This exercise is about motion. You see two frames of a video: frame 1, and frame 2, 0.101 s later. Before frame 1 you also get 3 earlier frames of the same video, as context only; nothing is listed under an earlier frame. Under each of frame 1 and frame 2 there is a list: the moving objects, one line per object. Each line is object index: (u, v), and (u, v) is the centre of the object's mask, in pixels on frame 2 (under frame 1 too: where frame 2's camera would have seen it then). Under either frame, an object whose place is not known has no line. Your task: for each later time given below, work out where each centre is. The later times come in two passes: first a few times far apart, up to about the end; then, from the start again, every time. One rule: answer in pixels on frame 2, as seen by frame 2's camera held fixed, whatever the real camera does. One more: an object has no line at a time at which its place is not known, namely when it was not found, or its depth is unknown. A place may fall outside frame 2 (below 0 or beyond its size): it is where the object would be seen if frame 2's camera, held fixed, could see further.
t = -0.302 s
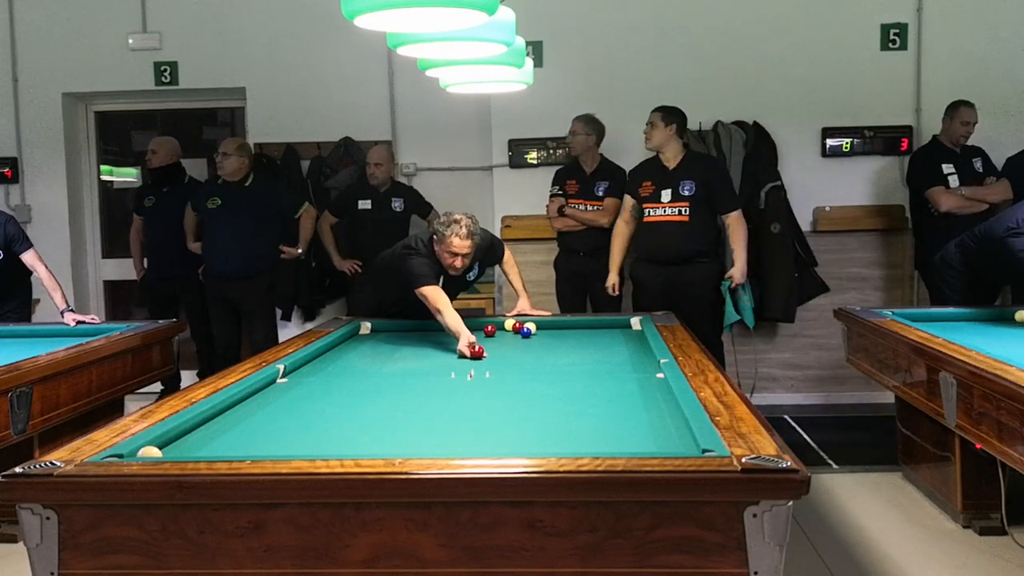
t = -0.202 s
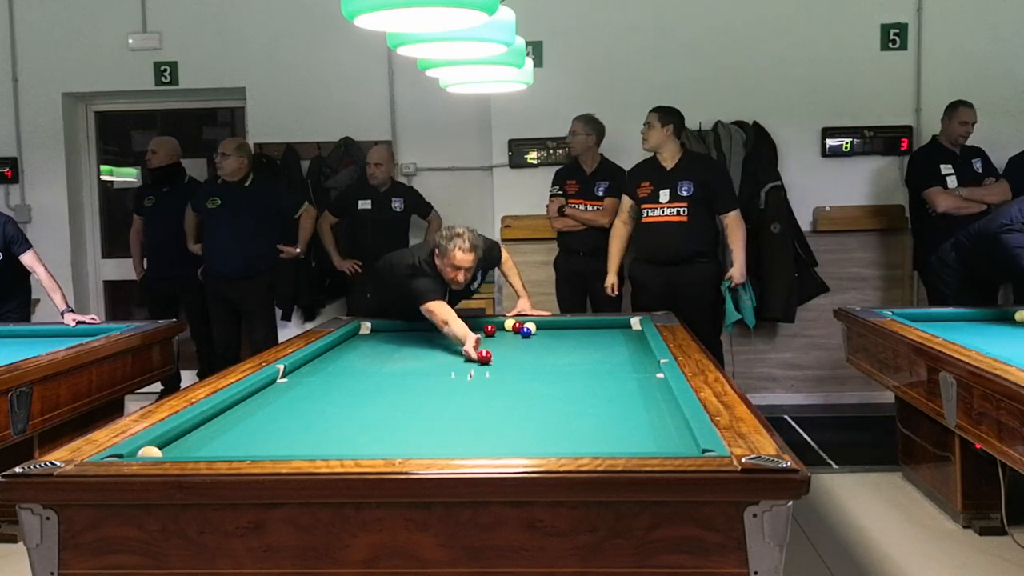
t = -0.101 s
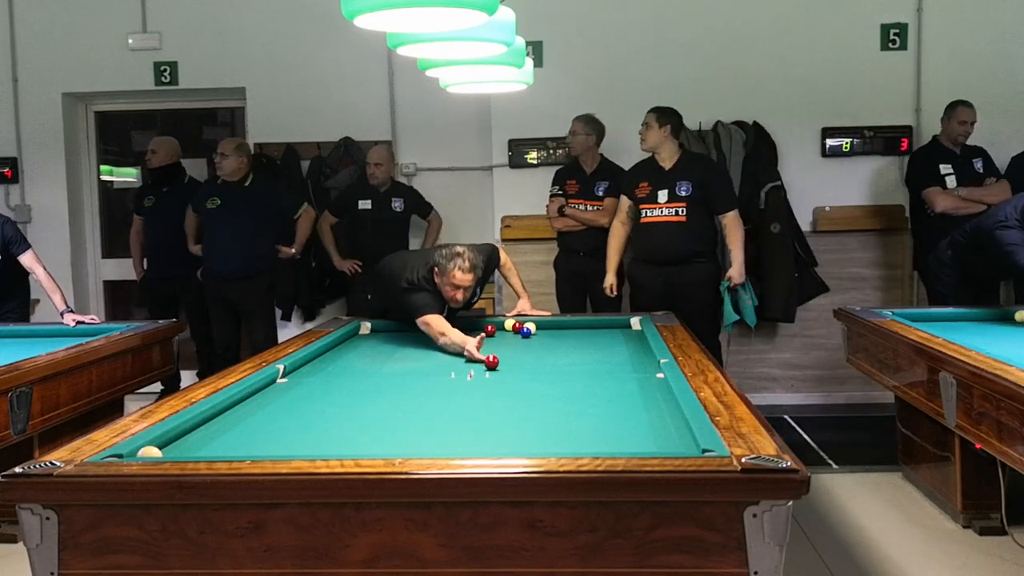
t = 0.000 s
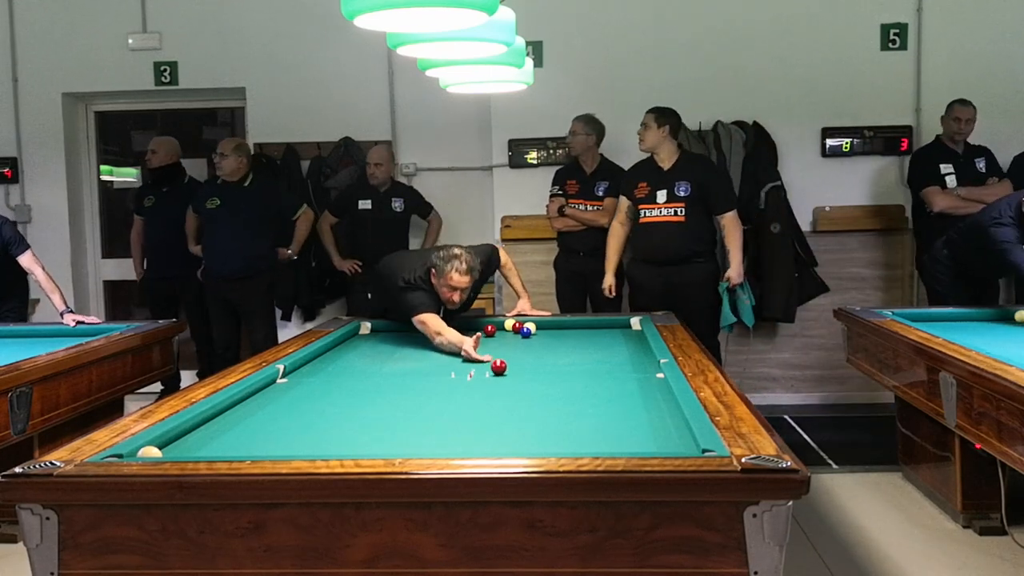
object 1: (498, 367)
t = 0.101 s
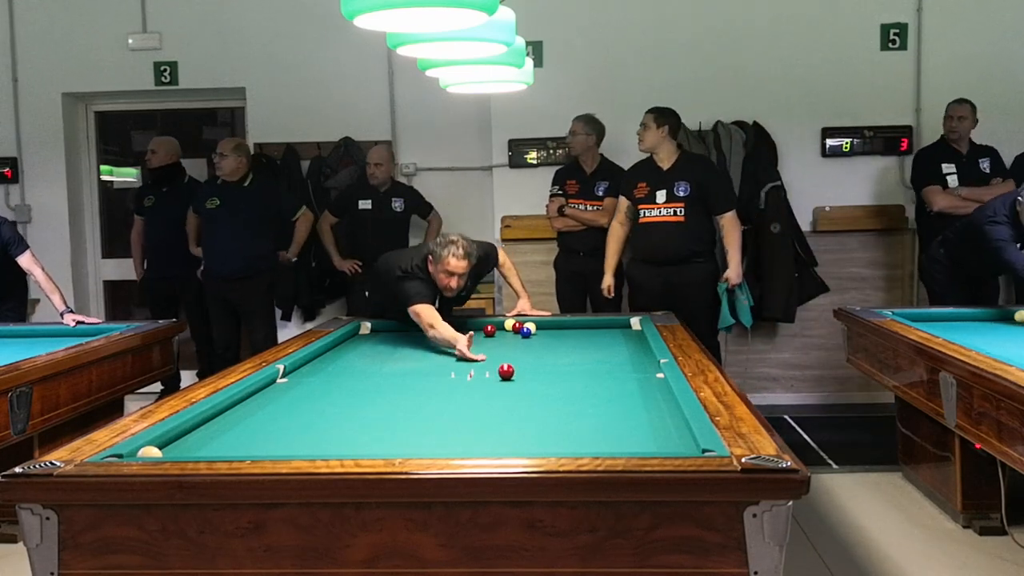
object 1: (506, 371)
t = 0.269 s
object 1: (520, 380)
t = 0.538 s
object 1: (543, 395)
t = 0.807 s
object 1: (572, 413)
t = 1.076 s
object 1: (606, 435)
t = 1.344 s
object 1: (647, 450)
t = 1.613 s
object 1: (666, 440)
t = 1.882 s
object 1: (673, 428)
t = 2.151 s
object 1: (660, 417)
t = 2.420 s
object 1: (647, 408)
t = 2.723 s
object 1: (635, 398)
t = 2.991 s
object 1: (625, 390)
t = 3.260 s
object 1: (616, 384)
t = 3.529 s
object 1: (607, 378)
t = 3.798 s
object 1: (600, 372)
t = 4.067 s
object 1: (593, 367)
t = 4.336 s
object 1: (587, 362)
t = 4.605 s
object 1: (581, 358)
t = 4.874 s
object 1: (576, 354)
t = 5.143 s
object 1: (571, 350)
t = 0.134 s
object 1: (509, 373)
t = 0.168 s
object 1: (511, 375)
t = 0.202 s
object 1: (514, 376)
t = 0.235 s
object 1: (516, 378)
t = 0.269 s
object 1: (520, 380)
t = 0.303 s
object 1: (522, 382)
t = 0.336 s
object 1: (525, 383)
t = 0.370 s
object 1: (528, 385)
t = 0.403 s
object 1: (531, 387)
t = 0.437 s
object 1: (534, 389)
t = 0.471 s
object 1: (537, 391)
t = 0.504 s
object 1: (540, 393)
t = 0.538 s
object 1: (543, 395)
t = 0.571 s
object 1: (547, 397)
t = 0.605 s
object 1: (550, 399)
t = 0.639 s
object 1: (554, 401)
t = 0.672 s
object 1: (557, 404)
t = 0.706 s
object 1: (561, 406)
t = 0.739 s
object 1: (564, 408)
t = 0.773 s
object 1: (568, 411)
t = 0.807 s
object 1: (572, 413)
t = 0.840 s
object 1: (576, 415)
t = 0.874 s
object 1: (580, 418)
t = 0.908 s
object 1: (584, 421)
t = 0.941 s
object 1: (588, 423)
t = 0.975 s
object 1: (593, 426)
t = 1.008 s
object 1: (597, 429)
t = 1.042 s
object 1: (601, 432)
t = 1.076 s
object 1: (606, 435)
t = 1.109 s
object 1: (611, 437)
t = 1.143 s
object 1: (616, 440)
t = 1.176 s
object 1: (621, 442)
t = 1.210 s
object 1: (626, 444)
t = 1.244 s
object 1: (631, 445)
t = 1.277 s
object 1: (636, 447)
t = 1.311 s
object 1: (642, 448)
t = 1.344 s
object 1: (647, 450)
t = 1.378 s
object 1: (649, 448)
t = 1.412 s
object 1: (652, 447)
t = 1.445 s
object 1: (654, 446)
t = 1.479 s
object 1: (656, 445)
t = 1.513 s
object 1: (659, 444)
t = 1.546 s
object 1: (661, 443)
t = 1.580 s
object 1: (663, 442)
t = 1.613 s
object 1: (666, 440)
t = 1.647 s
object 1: (668, 439)
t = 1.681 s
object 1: (670, 438)
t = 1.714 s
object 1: (672, 436)
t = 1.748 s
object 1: (674, 435)
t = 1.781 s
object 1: (676, 433)
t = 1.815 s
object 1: (678, 431)
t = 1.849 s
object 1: (676, 430)
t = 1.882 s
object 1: (673, 428)
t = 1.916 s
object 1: (672, 427)
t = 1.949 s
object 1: (670, 425)
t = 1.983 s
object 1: (668, 424)
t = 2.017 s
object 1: (666, 422)
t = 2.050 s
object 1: (665, 421)
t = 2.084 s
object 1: (663, 420)
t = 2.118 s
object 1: (661, 419)
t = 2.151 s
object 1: (660, 417)
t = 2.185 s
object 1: (658, 416)
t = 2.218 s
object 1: (656, 415)
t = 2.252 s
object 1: (655, 413)
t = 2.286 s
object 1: (653, 412)
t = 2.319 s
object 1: (652, 411)
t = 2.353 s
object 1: (650, 410)
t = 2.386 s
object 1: (649, 409)
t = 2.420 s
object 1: (647, 408)
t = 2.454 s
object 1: (646, 407)
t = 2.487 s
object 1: (644, 405)
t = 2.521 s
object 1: (643, 404)
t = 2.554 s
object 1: (641, 403)
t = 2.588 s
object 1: (640, 402)
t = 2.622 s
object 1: (639, 401)
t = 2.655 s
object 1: (637, 400)
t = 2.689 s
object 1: (636, 399)
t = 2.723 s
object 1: (635, 398)
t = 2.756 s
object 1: (633, 397)
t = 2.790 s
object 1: (632, 396)
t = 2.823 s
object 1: (631, 395)
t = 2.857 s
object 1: (629, 394)
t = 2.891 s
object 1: (628, 393)
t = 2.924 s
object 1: (627, 392)
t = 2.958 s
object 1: (626, 391)
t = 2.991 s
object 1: (625, 390)
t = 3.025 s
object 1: (623, 390)
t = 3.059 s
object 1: (622, 389)
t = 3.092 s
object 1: (621, 388)
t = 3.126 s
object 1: (620, 387)
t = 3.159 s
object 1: (619, 386)
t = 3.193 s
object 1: (618, 385)
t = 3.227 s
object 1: (617, 385)
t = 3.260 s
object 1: (616, 384)
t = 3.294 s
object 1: (614, 383)
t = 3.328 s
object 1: (613, 382)
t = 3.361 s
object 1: (612, 381)
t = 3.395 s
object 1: (611, 381)
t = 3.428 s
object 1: (610, 380)
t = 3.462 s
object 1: (609, 379)
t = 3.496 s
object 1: (608, 378)
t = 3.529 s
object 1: (607, 378)
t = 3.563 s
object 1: (607, 377)
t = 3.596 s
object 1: (605, 376)
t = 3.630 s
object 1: (604, 375)
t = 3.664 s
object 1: (604, 375)
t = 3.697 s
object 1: (603, 374)
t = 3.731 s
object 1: (602, 373)
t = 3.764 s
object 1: (601, 373)
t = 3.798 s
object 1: (600, 372)
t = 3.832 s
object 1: (599, 371)
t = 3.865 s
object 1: (598, 371)
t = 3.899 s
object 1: (597, 370)
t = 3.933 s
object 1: (596, 369)
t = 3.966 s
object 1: (596, 369)
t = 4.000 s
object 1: (595, 368)
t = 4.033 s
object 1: (594, 367)
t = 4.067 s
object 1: (593, 367)
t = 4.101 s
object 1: (592, 366)
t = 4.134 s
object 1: (592, 366)
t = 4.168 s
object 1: (591, 365)
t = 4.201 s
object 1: (590, 364)
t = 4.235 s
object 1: (589, 364)
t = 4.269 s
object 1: (588, 363)
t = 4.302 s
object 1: (588, 363)
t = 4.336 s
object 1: (587, 362)
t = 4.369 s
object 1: (586, 362)
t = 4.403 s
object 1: (585, 361)
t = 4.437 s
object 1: (585, 361)
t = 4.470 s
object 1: (584, 360)
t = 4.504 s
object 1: (584, 359)
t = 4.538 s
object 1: (583, 359)
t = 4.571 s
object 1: (582, 359)
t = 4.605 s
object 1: (581, 358)
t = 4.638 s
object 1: (581, 358)
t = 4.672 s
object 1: (580, 357)
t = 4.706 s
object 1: (579, 357)
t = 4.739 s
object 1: (578, 356)
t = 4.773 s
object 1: (578, 356)
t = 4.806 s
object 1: (577, 355)
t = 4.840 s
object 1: (577, 355)
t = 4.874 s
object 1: (576, 354)
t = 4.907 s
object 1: (575, 354)
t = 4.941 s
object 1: (575, 353)
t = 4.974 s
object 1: (574, 353)
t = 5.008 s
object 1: (573, 352)
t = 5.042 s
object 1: (573, 352)
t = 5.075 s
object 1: (572, 351)
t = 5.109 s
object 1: (572, 351)
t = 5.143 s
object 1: (571, 350)
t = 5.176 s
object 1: (570, 350)
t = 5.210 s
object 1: (570, 350)
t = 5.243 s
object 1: (569, 349)
